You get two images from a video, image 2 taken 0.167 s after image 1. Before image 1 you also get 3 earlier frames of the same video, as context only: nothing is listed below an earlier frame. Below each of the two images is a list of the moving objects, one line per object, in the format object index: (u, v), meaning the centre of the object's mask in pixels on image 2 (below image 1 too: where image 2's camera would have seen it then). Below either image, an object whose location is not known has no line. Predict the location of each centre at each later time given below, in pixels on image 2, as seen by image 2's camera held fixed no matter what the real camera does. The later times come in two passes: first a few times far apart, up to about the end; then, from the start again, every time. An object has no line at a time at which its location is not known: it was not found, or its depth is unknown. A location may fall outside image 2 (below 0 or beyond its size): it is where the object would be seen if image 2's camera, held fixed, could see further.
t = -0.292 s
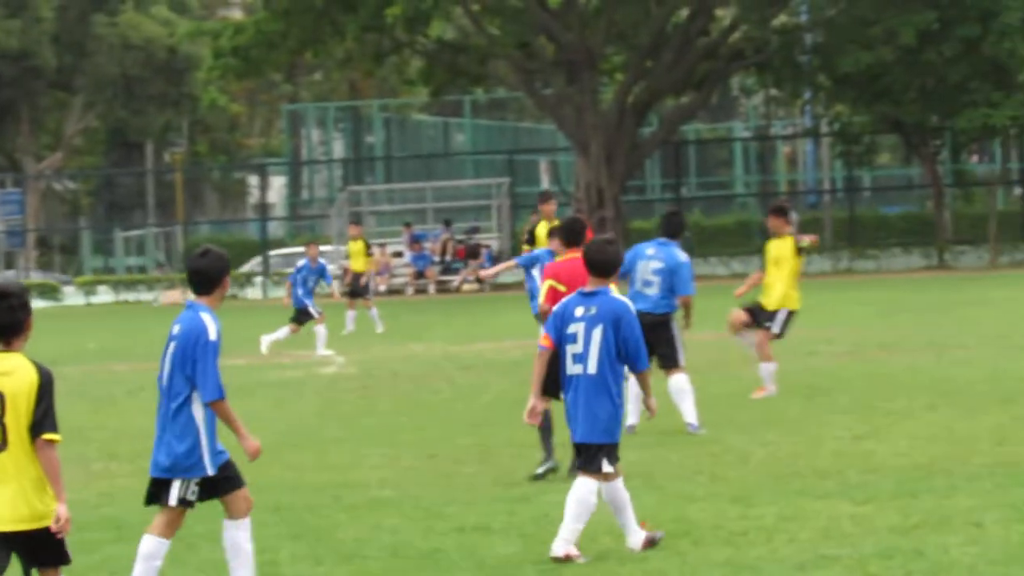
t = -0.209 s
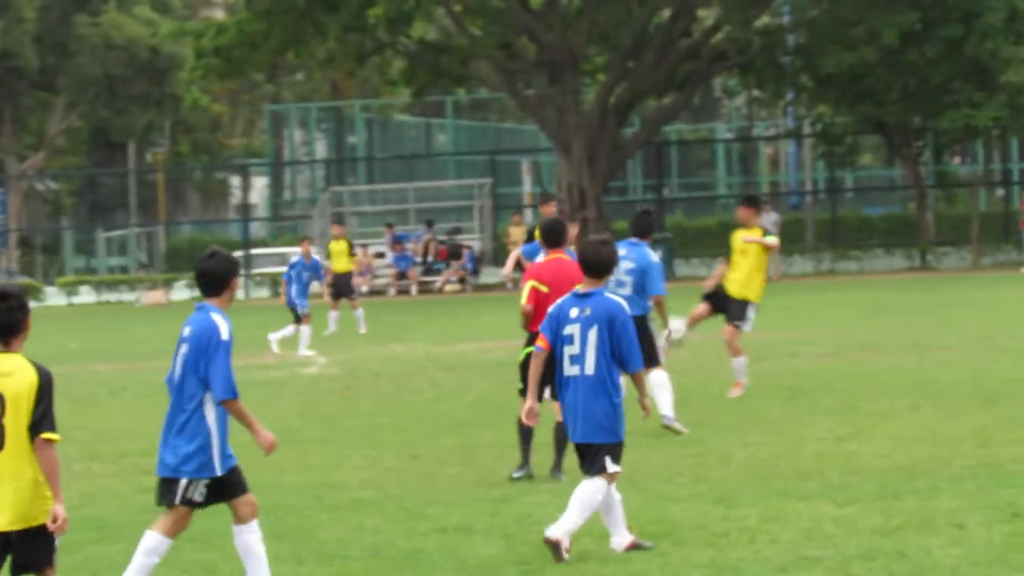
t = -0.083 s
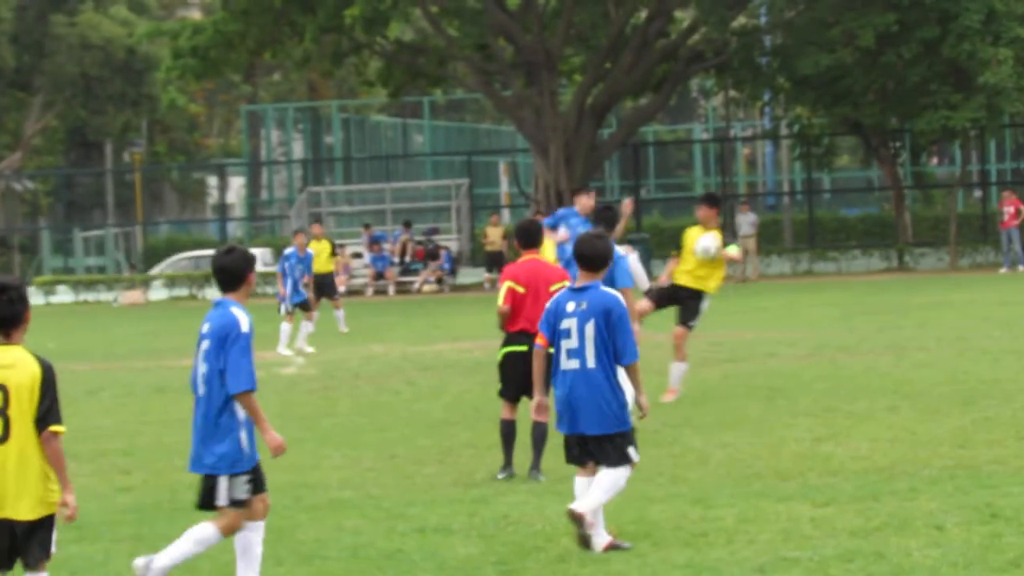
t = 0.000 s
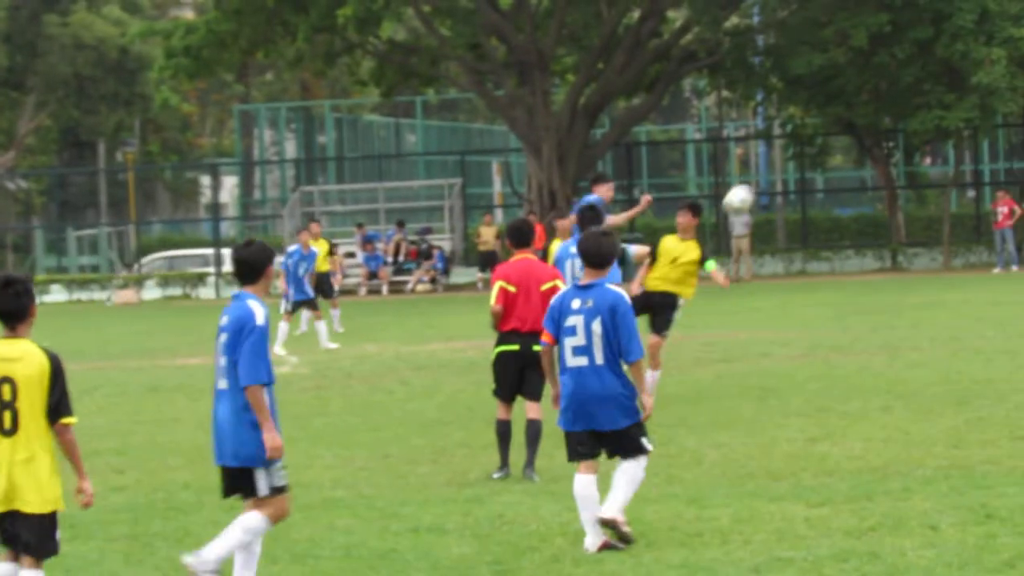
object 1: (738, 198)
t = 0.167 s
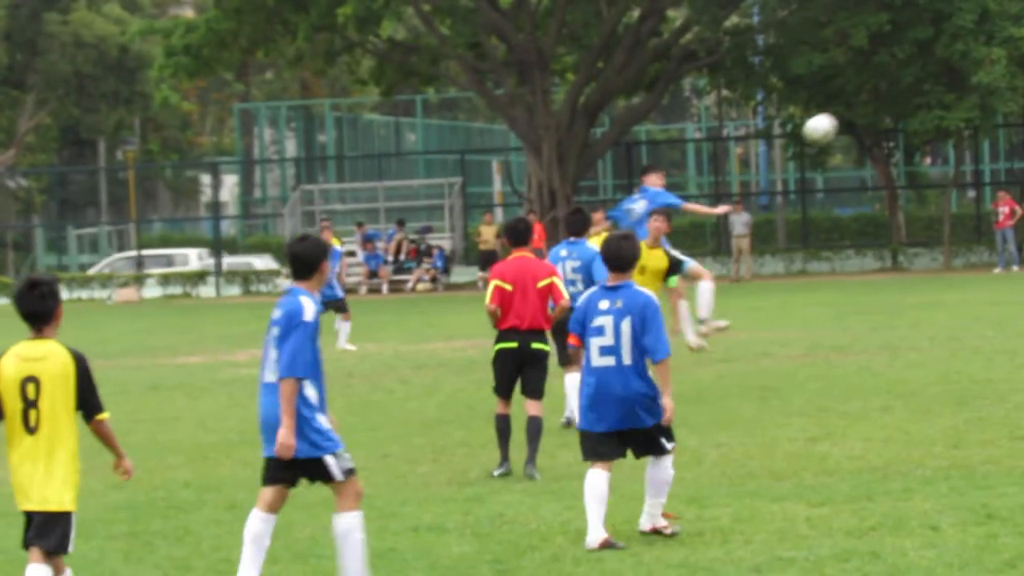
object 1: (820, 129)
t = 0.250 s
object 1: (863, 106)
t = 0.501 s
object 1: (996, 90)
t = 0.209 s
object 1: (841, 116)
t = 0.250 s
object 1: (863, 106)
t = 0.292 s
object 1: (885, 97)
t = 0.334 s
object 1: (906, 91)
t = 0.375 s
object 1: (928, 87)
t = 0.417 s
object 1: (951, 86)
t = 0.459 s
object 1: (974, 86)
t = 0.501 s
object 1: (996, 90)
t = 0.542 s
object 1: (1020, 96)
